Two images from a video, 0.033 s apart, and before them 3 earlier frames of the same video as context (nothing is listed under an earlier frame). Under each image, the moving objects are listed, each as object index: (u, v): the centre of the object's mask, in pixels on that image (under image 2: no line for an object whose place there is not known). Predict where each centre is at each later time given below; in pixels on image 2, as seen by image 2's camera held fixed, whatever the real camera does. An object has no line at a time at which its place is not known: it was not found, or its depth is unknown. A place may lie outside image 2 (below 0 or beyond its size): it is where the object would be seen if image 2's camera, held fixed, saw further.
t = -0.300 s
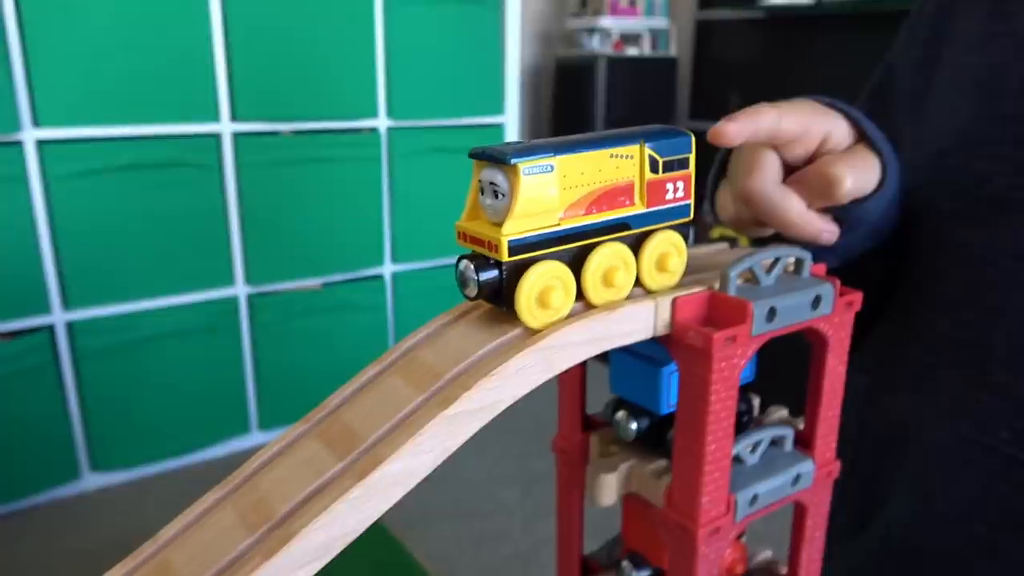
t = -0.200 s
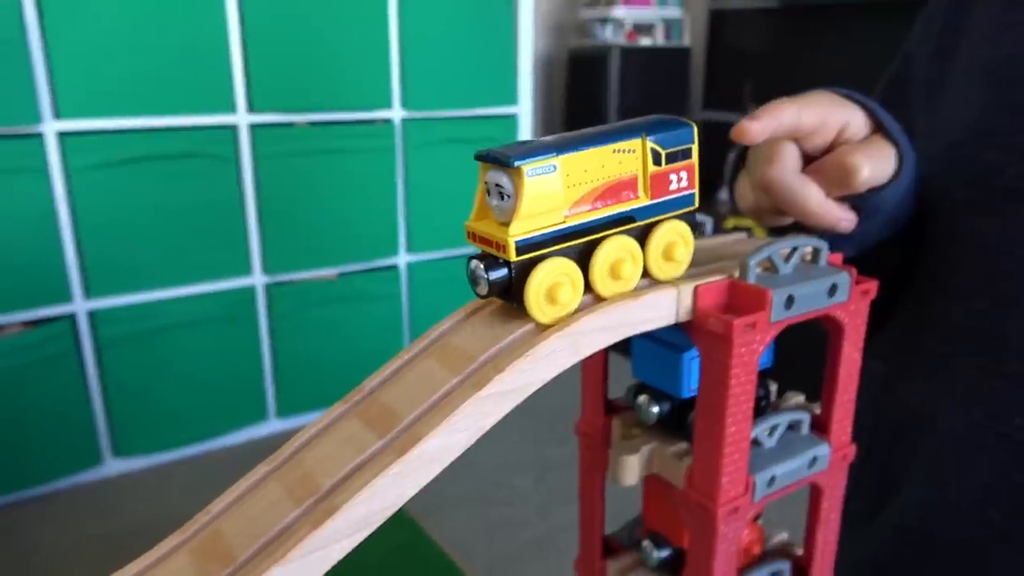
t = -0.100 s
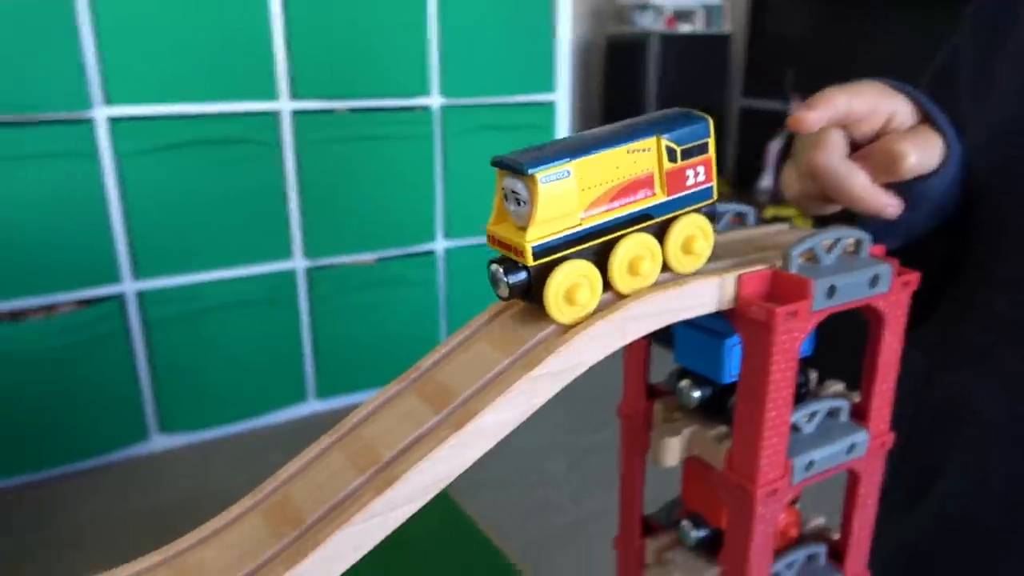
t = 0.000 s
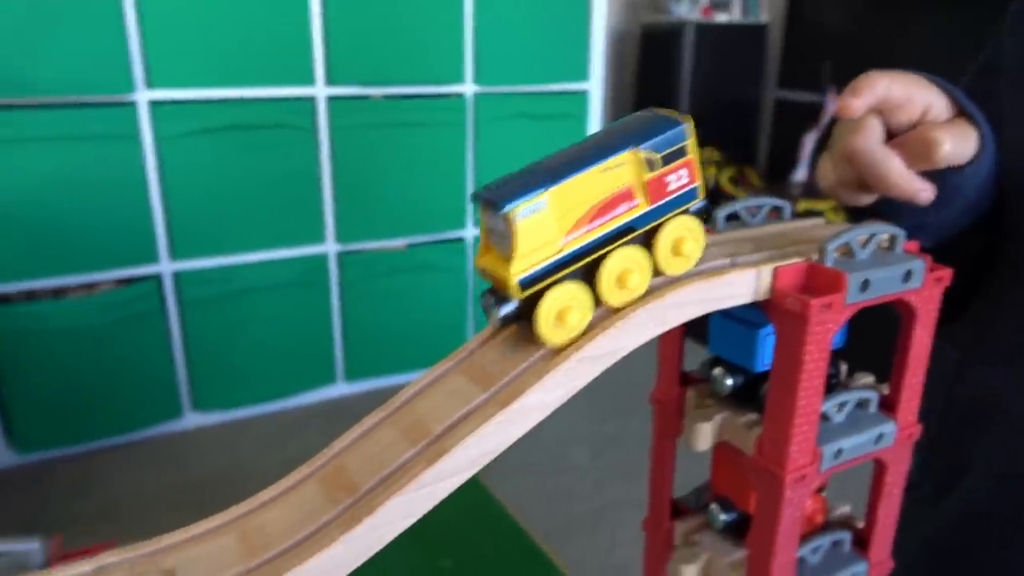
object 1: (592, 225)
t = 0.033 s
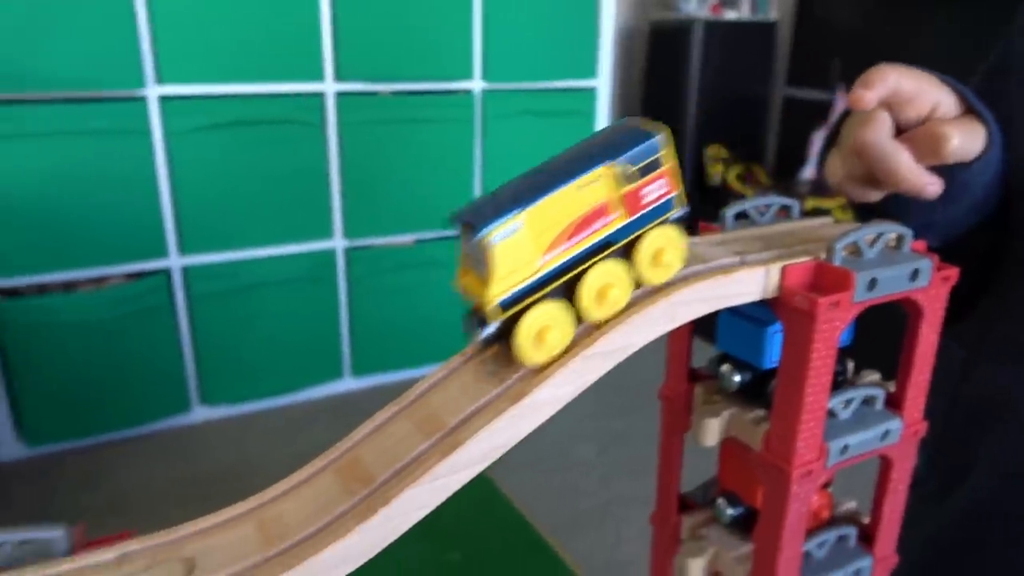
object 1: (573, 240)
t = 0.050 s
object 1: (555, 251)
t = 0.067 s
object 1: (533, 266)
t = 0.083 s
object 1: (511, 284)
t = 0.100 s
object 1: (484, 304)
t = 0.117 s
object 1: (456, 324)
